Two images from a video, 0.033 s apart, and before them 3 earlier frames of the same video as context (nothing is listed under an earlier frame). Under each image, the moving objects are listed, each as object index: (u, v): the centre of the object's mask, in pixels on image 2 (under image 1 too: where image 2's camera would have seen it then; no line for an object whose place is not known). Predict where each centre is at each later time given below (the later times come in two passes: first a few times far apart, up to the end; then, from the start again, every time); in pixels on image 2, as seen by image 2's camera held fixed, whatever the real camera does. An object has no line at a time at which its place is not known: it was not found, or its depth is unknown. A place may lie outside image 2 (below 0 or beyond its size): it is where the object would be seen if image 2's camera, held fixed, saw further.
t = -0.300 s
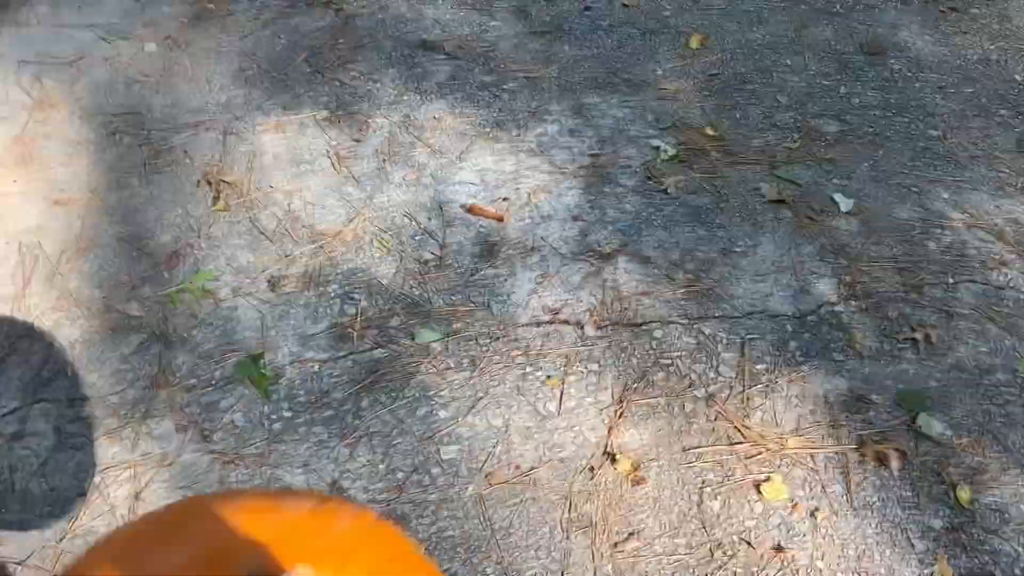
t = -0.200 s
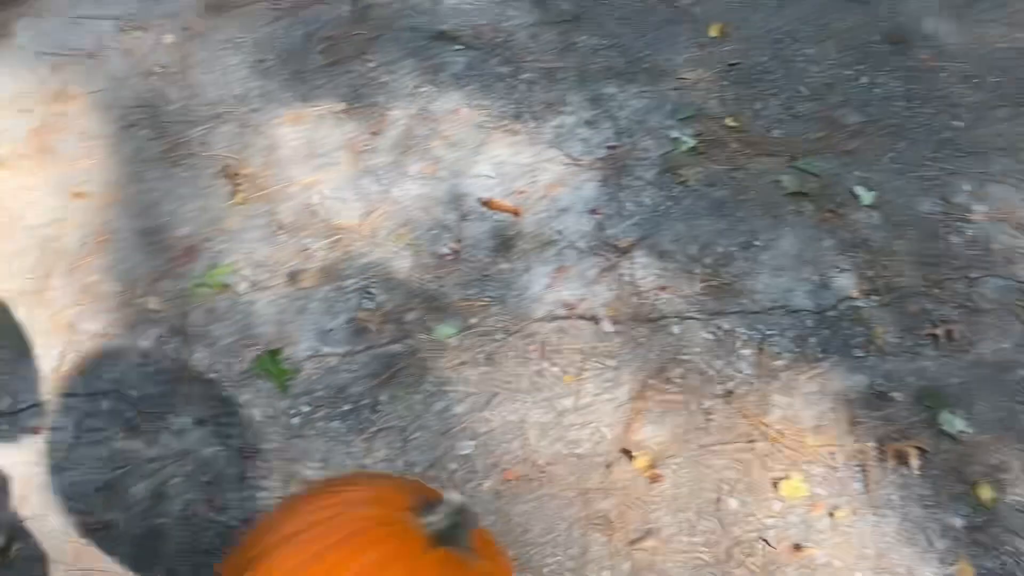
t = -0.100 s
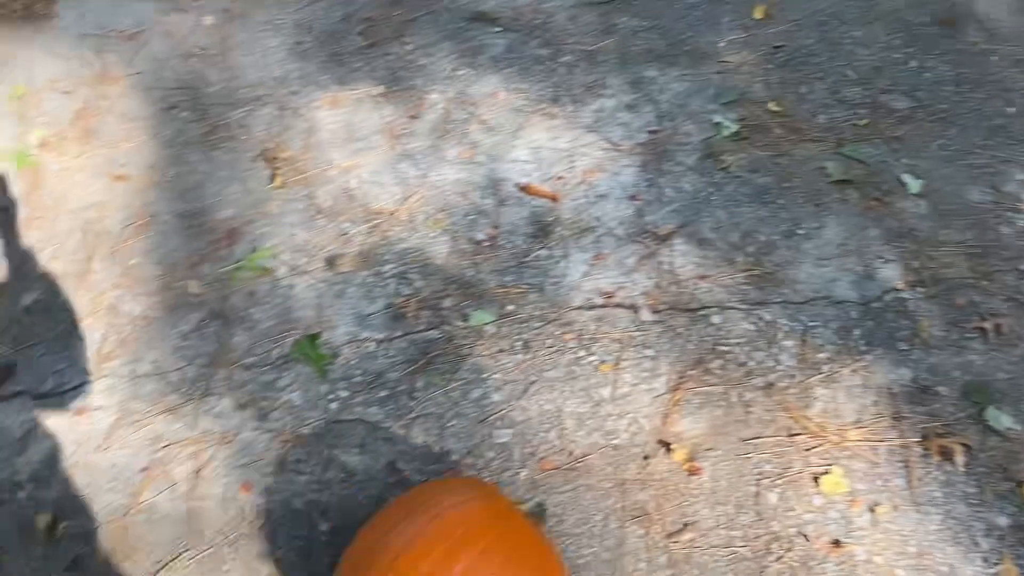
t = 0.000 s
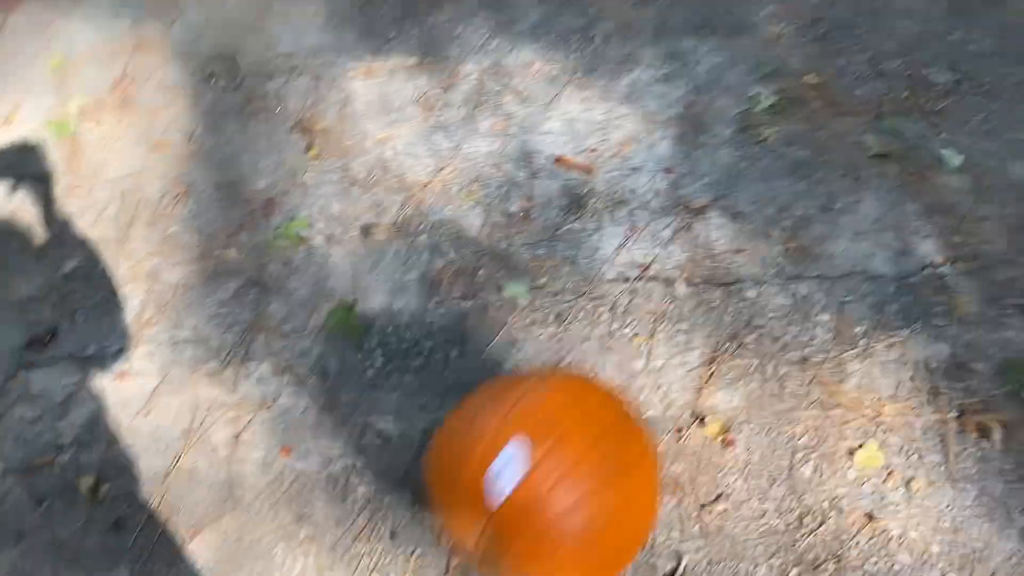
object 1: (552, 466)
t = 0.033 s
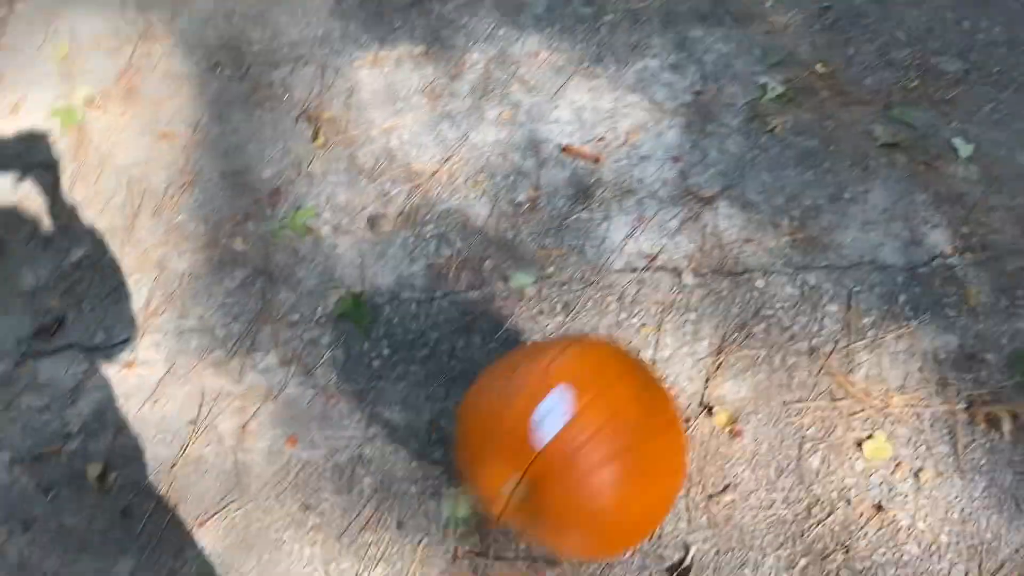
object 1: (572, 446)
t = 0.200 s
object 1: (652, 371)
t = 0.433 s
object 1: (724, 314)
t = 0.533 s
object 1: (755, 287)
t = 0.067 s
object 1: (591, 425)
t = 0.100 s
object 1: (609, 409)
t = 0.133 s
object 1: (625, 397)
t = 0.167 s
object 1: (640, 388)
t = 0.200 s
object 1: (652, 371)
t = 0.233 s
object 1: (665, 357)
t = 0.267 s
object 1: (676, 346)
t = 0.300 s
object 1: (687, 339)
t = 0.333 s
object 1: (695, 337)
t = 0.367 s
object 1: (701, 338)
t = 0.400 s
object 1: (712, 328)
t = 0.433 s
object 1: (724, 314)
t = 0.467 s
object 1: (734, 304)
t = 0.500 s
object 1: (744, 298)
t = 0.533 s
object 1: (755, 287)
